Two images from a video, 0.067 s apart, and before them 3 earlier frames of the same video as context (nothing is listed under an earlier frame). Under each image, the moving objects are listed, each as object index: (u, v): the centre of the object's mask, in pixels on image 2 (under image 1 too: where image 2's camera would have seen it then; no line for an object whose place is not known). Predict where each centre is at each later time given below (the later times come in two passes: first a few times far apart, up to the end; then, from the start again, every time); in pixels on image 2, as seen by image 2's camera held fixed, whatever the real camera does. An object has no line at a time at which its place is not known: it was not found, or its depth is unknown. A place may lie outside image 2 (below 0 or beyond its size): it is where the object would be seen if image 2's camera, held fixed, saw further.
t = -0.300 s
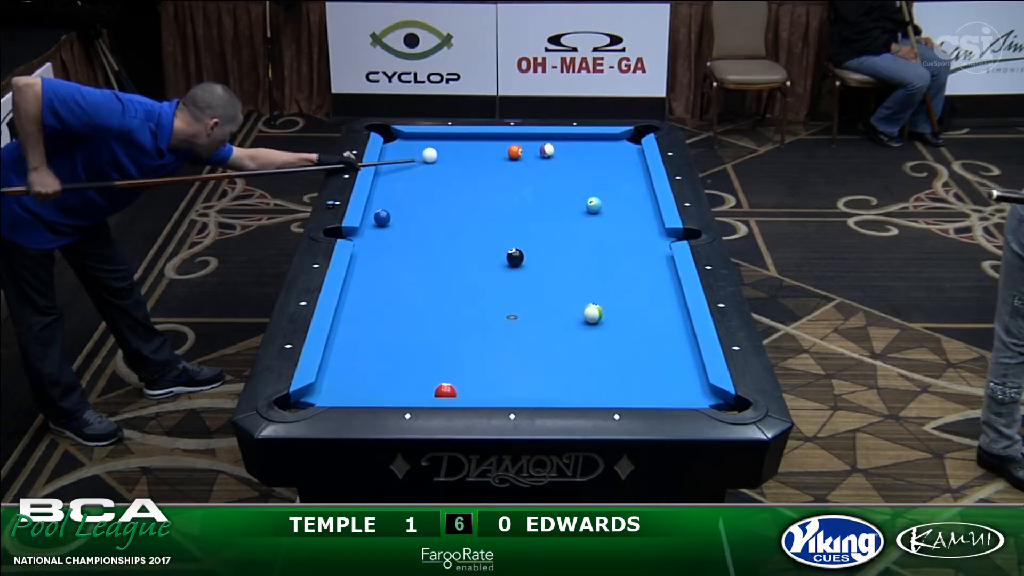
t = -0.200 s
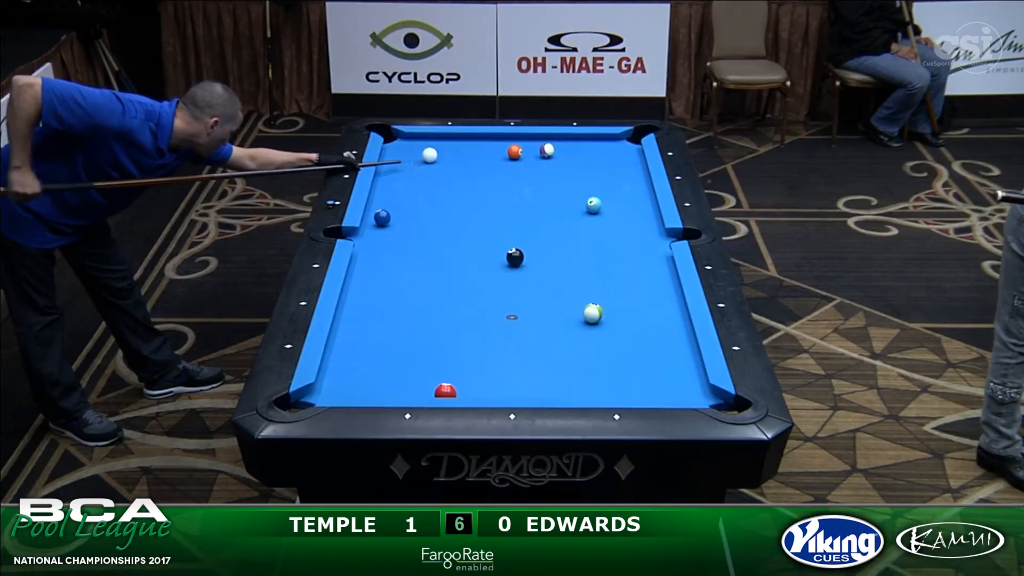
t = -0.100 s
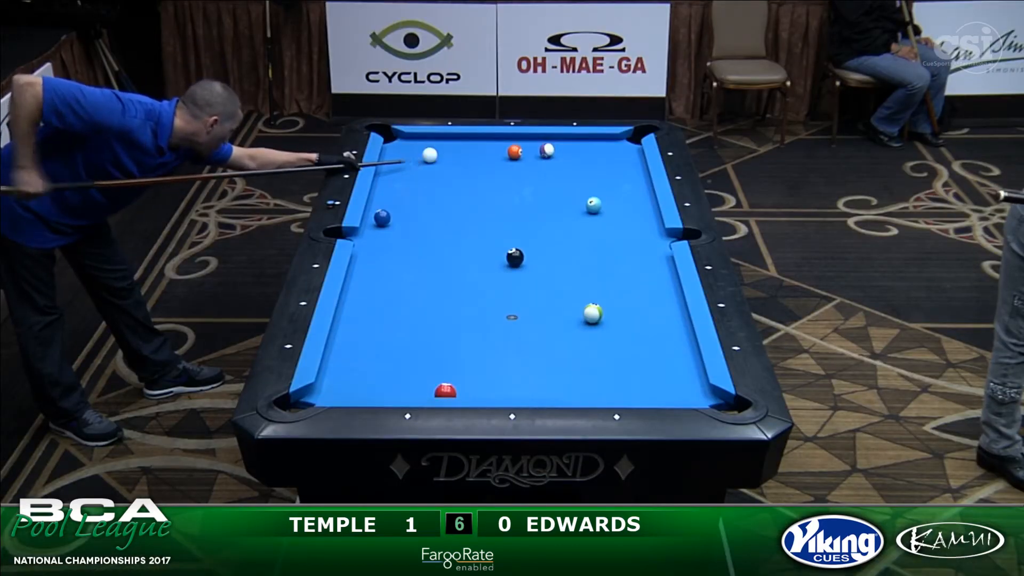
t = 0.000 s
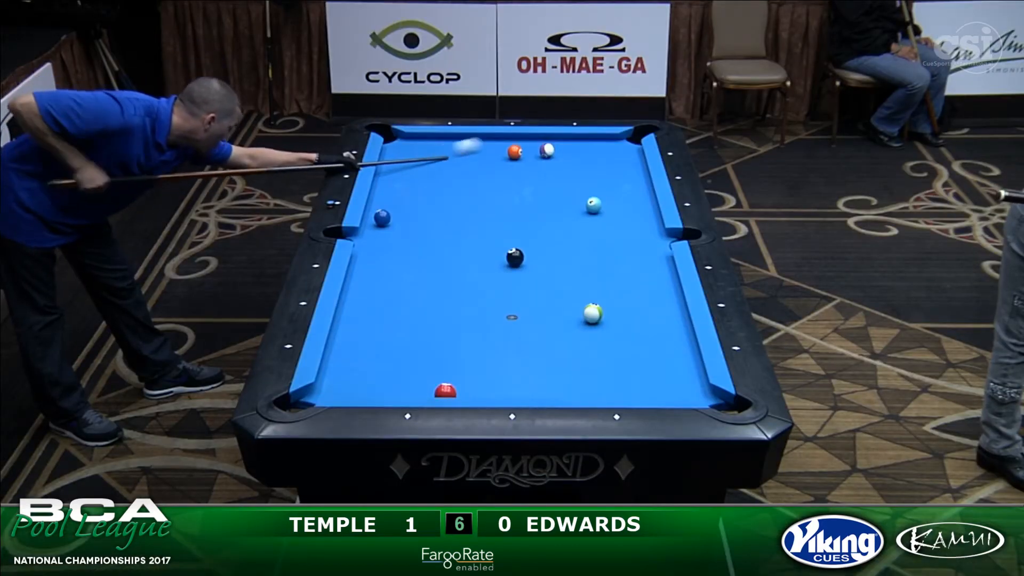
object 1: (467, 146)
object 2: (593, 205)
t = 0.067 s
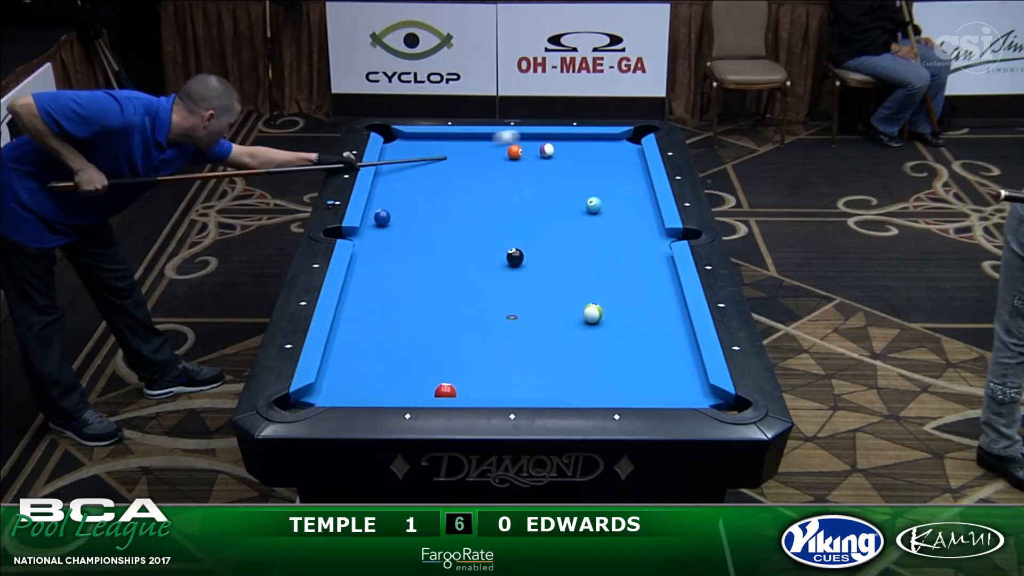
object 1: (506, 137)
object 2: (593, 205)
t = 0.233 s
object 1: (577, 151)
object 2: (593, 205)
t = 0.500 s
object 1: (627, 173)
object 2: (593, 205)
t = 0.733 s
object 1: (590, 194)
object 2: (593, 205)
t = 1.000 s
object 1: (530, 215)
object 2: (606, 213)
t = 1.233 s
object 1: (474, 230)
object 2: (619, 221)
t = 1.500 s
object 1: (407, 248)
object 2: (633, 229)
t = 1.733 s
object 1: (363, 263)
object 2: (644, 236)
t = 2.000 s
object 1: (393, 272)
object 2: (657, 243)
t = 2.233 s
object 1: (417, 279)
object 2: (658, 246)
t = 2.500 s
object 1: (445, 287)
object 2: (652, 248)
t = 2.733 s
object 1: (469, 293)
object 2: (648, 248)
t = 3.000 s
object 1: (494, 300)
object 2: (645, 249)
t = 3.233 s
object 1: (516, 306)
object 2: (644, 250)
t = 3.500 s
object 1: (540, 312)
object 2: (643, 250)
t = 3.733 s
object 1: (561, 318)
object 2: (643, 250)
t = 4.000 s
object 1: (582, 323)
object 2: (643, 250)
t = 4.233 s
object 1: (600, 327)
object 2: (643, 250)
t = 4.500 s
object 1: (619, 332)
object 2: (643, 250)
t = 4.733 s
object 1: (634, 336)
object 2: (643, 250)
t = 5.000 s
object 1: (650, 340)
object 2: (643, 250)
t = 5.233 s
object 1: (663, 342)
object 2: (643, 250)
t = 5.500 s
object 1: (676, 345)
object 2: (643, 250)
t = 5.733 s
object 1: (686, 347)
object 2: (643, 250)
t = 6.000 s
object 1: (685, 349)
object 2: (644, 250)
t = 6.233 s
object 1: (681, 349)
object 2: (644, 250)
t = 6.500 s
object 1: (680, 349)
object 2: (644, 250)
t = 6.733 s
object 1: (679, 349)
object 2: (644, 250)
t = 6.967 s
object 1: (679, 349)
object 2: (644, 250)
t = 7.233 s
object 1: (679, 349)
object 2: (644, 250)
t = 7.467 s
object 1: (679, 349)
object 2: (644, 250)
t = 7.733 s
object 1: (679, 349)
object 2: (644, 250)
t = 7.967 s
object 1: (679, 349)
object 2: (644, 250)
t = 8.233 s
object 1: (679, 349)
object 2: (644, 250)
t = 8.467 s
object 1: (679, 349)
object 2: (644, 250)
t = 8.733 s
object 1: (679, 349)
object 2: (644, 250)
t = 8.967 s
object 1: (679, 349)
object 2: (643, 250)
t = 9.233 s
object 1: (679, 349)
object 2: (644, 250)
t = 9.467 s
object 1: (679, 349)
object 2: (644, 250)
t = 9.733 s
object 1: (679, 349)
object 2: (644, 250)
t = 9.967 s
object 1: (679, 349)
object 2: (644, 250)
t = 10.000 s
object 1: (679, 349)
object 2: (644, 250)
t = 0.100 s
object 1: (522, 138)
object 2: (593, 205)
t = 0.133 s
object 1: (535, 141)
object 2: (593, 205)
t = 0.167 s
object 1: (553, 143)
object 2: (593, 205)
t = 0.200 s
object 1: (564, 148)
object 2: (593, 205)
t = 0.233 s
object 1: (577, 151)
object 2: (593, 205)
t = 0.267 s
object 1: (589, 154)
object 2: (593, 205)
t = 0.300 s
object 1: (601, 157)
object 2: (593, 205)
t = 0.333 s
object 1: (612, 159)
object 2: (593, 205)
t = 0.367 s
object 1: (622, 162)
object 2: (593, 205)
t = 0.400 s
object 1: (633, 164)
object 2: (593, 205)
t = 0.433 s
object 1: (639, 167)
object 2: (593, 205)
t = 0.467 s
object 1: (633, 170)
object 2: (593, 205)
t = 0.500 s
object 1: (627, 173)
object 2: (593, 205)
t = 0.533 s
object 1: (622, 176)
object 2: (593, 205)
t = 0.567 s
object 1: (617, 180)
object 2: (593, 205)
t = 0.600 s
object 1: (612, 183)
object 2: (593, 205)
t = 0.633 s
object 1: (607, 186)
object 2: (593, 205)
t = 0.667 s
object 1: (602, 189)
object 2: (593, 205)
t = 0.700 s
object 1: (596, 191)
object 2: (593, 205)
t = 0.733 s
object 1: (590, 194)
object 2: (593, 205)
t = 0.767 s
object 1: (583, 199)
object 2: (594, 205)
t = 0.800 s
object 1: (577, 201)
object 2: (596, 207)
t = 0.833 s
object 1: (569, 204)
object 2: (597, 208)
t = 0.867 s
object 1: (561, 206)
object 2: (599, 209)
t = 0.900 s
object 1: (554, 208)
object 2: (601, 210)
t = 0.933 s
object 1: (546, 210)
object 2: (603, 211)
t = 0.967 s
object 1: (538, 212)
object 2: (605, 212)
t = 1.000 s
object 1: (530, 215)
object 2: (606, 213)
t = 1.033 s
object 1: (522, 217)
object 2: (608, 214)
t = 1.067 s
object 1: (515, 219)
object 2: (610, 215)
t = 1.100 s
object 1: (507, 221)
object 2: (612, 216)
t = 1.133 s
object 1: (499, 223)
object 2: (614, 218)
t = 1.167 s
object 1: (490, 226)
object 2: (616, 219)
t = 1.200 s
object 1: (482, 228)
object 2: (617, 220)
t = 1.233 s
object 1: (474, 230)
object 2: (619, 221)
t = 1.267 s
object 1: (466, 232)
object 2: (621, 222)
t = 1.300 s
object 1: (457, 234)
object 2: (622, 223)
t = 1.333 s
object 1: (449, 237)
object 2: (624, 224)
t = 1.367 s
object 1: (441, 239)
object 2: (626, 225)
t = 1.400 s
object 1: (433, 241)
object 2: (627, 226)
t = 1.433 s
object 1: (424, 244)
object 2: (629, 227)
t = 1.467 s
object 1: (416, 246)
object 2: (631, 228)
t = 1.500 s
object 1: (407, 248)
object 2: (633, 229)
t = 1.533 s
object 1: (399, 251)
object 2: (634, 230)
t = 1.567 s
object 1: (390, 253)
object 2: (636, 231)
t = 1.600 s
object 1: (381, 256)
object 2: (638, 232)
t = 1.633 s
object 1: (373, 258)
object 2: (639, 233)
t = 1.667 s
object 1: (364, 260)
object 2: (641, 234)
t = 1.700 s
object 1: (359, 262)
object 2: (643, 235)
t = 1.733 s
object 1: (363, 263)
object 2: (644, 236)
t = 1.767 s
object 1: (367, 264)
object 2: (646, 237)
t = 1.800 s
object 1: (371, 266)
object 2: (648, 237)
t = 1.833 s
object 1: (375, 267)
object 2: (649, 239)
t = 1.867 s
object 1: (378, 268)
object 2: (651, 239)
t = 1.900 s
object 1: (382, 269)
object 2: (652, 240)
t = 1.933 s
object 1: (385, 270)
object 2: (654, 241)
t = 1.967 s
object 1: (389, 271)
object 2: (656, 242)
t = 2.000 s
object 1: (393, 272)
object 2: (657, 243)
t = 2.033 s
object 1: (396, 273)
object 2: (659, 244)
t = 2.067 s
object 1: (400, 274)
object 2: (661, 245)
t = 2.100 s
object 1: (403, 275)
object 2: (661, 245)
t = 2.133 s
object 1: (407, 276)
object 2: (661, 245)
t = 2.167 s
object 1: (410, 277)
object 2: (660, 246)
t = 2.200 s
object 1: (414, 278)
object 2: (659, 246)
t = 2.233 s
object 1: (417, 279)
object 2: (658, 246)
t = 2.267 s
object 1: (421, 280)
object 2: (657, 246)
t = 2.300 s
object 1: (425, 281)
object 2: (656, 247)
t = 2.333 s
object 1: (428, 282)
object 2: (655, 247)
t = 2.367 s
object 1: (432, 283)
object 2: (654, 247)
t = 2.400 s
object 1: (435, 284)
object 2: (654, 247)
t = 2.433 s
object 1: (438, 285)
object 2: (653, 247)
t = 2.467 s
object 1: (442, 286)
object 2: (652, 247)
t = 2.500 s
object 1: (445, 287)
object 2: (652, 248)
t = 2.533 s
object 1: (449, 288)
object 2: (651, 248)
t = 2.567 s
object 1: (452, 289)
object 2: (650, 248)
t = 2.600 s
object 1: (455, 290)
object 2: (650, 248)
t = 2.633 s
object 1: (459, 291)
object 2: (649, 248)
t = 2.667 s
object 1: (462, 291)
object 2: (649, 248)
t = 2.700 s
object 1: (466, 292)
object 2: (648, 248)
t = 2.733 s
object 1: (469, 293)
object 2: (648, 248)
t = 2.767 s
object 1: (472, 294)
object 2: (647, 249)
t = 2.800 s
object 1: (475, 295)
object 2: (647, 249)
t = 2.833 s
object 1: (478, 296)
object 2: (646, 249)
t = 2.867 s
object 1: (482, 297)
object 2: (646, 249)
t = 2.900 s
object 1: (485, 298)
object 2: (645, 249)
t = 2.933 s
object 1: (488, 299)
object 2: (645, 249)
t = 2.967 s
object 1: (491, 300)
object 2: (645, 249)
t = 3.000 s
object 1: (494, 300)
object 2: (645, 249)
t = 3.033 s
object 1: (498, 301)
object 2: (645, 249)
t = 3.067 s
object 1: (501, 302)
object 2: (645, 249)
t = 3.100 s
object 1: (504, 303)
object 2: (644, 250)
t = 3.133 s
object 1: (507, 304)
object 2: (644, 250)
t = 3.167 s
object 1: (510, 305)
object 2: (644, 250)
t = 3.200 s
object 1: (513, 306)
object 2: (644, 250)
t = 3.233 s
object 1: (516, 306)
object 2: (644, 250)
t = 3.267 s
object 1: (519, 307)
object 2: (644, 250)
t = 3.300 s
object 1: (522, 308)
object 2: (643, 250)
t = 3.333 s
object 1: (525, 309)
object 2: (643, 250)
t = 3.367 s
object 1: (529, 309)
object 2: (643, 250)
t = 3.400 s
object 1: (532, 310)
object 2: (643, 250)
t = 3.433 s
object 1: (535, 311)
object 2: (643, 250)
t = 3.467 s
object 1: (538, 312)
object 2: (643, 250)
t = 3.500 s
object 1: (540, 312)
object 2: (643, 250)
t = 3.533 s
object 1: (544, 313)
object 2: (643, 250)
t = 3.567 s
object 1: (546, 314)
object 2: (643, 250)
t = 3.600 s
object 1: (549, 315)
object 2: (643, 250)
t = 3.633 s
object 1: (552, 316)
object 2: (643, 250)
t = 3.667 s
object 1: (555, 316)
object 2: (643, 250)
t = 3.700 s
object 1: (558, 317)
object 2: (643, 250)
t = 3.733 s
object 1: (561, 318)
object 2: (643, 250)
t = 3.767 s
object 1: (564, 318)
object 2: (643, 250)
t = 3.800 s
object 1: (566, 319)
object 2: (643, 250)
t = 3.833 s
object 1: (569, 320)
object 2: (643, 250)
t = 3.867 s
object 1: (572, 320)
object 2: (643, 250)
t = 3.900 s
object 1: (574, 321)
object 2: (643, 250)
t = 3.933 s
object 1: (577, 322)
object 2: (643, 250)
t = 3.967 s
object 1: (580, 322)
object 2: (643, 250)
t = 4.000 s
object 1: (582, 323)
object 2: (643, 250)
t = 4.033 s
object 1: (585, 324)
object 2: (643, 250)
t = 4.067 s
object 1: (588, 324)
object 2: (643, 250)
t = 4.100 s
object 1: (590, 325)
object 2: (643, 250)
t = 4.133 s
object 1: (593, 325)
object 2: (643, 250)
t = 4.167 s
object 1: (595, 326)
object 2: (643, 250)
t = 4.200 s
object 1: (598, 327)
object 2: (643, 250)
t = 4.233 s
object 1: (600, 327)
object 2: (643, 250)
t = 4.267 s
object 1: (603, 328)
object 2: (643, 250)
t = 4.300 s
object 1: (605, 329)
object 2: (643, 250)
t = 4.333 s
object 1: (607, 329)
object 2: (643, 250)
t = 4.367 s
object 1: (610, 330)
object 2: (643, 250)
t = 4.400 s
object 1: (612, 330)
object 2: (643, 250)
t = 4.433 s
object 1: (614, 331)
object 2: (643, 250)
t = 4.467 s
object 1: (617, 331)
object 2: (643, 250)
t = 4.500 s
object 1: (619, 332)
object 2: (643, 250)
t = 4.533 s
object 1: (621, 332)
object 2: (643, 250)
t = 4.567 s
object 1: (623, 333)
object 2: (643, 250)
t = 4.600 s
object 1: (626, 334)
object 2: (643, 250)
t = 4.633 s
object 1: (628, 334)
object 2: (643, 250)
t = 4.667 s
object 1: (630, 335)
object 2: (643, 250)
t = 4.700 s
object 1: (632, 335)
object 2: (643, 250)
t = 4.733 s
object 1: (634, 336)
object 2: (643, 250)
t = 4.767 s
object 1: (636, 336)
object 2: (643, 250)
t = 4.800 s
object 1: (638, 337)
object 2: (643, 250)
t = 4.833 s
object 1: (640, 337)
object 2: (643, 250)
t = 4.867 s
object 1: (642, 338)
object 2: (643, 250)
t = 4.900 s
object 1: (644, 338)
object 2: (643, 250)
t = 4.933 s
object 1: (646, 339)
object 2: (643, 250)
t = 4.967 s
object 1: (648, 339)
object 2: (643, 250)
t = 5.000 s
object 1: (650, 340)
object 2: (643, 250)
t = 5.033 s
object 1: (652, 340)
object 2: (643, 250)
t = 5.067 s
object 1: (654, 340)
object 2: (643, 250)
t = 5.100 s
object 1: (656, 341)
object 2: (643, 250)
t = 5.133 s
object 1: (658, 341)
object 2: (643, 250)
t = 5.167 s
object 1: (660, 342)
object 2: (643, 250)
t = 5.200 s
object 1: (661, 342)
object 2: (643, 250)
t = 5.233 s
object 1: (663, 342)
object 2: (643, 250)
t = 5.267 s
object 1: (665, 343)
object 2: (643, 250)
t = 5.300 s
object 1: (667, 343)
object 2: (643, 250)
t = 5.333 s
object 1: (668, 344)
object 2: (643, 250)
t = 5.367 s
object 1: (670, 344)
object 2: (643, 250)
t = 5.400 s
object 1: (671, 344)
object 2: (643, 250)
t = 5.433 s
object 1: (673, 344)
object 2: (643, 250)
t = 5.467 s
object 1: (674, 345)
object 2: (643, 250)
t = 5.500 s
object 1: (676, 345)
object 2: (643, 250)
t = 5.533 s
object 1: (678, 345)
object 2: (643, 250)
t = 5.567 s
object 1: (679, 346)
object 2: (643, 250)
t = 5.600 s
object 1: (681, 346)
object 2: (643, 250)
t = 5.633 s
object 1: (682, 347)
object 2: (643, 250)
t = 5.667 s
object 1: (684, 347)
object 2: (643, 250)
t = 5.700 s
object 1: (685, 347)
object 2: (643, 250)
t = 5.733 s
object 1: (686, 347)
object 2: (643, 250)
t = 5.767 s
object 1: (688, 348)
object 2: (643, 250)
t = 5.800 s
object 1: (689, 348)
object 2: (643, 250)
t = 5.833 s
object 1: (688, 348)
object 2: (643, 250)
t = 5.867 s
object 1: (687, 348)
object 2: (643, 250)
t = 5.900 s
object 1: (687, 348)
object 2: (643, 250)
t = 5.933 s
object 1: (686, 348)
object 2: (643, 250)
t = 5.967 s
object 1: (686, 348)
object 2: (643, 250)
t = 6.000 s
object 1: (685, 349)
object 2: (644, 250)
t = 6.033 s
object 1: (684, 349)
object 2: (644, 250)
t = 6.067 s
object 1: (684, 349)
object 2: (644, 250)
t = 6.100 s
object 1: (683, 349)
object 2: (644, 250)
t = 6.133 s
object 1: (683, 349)
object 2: (644, 250)
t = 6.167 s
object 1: (682, 349)
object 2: (644, 250)
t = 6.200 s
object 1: (682, 349)
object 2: (644, 250)
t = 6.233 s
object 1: (681, 349)
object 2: (644, 250)
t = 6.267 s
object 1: (681, 349)
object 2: (644, 250)
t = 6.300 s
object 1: (681, 349)
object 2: (644, 250)
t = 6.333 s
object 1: (681, 349)
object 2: (644, 250)
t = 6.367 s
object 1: (680, 349)
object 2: (644, 250)
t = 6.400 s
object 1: (680, 349)
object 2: (644, 250)
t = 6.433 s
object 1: (680, 349)
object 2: (644, 250)
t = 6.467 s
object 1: (680, 349)
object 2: (644, 250)
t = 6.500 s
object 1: (680, 349)
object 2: (644, 250)
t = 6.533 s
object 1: (679, 349)
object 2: (644, 250)
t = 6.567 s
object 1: (679, 349)
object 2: (644, 250)
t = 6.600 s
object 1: (679, 349)
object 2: (644, 250)
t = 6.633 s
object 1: (679, 349)
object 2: (644, 250)
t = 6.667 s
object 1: (679, 349)
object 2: (644, 250)
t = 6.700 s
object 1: (679, 349)
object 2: (644, 250)
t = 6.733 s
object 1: (679, 349)
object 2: (644, 250)
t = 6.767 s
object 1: (679, 349)
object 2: (644, 250)
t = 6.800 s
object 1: (679, 349)
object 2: (644, 250)
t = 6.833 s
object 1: (679, 349)
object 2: (643, 250)
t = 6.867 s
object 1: (679, 349)
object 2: (644, 250)
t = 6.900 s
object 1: (679, 349)
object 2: (644, 250)
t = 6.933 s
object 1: (679, 349)
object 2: (644, 250)
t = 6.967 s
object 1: (679, 349)
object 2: (644, 250)
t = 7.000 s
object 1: (679, 349)
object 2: (644, 250)
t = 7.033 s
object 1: (679, 349)
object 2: (644, 250)
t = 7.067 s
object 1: (679, 349)
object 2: (644, 250)
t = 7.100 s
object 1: (679, 349)
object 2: (644, 250)
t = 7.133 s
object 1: (679, 349)
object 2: (644, 250)
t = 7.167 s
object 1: (679, 349)
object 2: (644, 250)
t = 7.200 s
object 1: (679, 349)
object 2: (644, 250)
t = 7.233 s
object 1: (679, 349)
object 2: (644, 250)
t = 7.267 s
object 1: (679, 349)
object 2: (644, 250)
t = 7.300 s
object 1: (679, 349)
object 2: (644, 250)
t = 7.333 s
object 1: (679, 349)
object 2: (643, 250)
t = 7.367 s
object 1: (679, 349)
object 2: (644, 250)
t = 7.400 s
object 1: (679, 349)
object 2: (644, 250)
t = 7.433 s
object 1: (679, 349)
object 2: (644, 250)
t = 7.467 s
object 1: (679, 349)
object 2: (644, 250)
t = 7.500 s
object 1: (679, 349)
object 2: (644, 250)
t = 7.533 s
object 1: (679, 349)
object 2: (644, 250)
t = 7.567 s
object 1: (679, 349)
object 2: (644, 250)
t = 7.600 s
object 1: (679, 349)
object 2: (644, 250)
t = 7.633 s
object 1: (679, 349)
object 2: (644, 250)
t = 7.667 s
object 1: (679, 349)
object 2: (644, 250)
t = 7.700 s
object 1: (679, 349)
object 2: (644, 250)
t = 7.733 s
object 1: (679, 349)
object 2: (644, 250)
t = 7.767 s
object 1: (679, 349)
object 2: (644, 250)
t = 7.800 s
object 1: (679, 349)
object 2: (644, 250)
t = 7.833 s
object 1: (679, 349)
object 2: (644, 250)
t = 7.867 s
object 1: (679, 349)
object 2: (644, 250)
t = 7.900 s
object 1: (679, 349)
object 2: (644, 250)
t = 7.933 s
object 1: (679, 349)
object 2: (643, 250)
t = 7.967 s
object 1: (679, 349)
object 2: (644, 250)
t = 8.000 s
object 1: (679, 349)
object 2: (644, 250)
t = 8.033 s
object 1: (679, 349)
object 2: (644, 250)
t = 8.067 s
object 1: (679, 349)
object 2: (644, 250)
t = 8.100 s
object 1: (679, 349)
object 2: (644, 250)
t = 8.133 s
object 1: (679, 349)
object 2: (644, 250)
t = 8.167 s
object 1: (679, 349)
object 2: (644, 250)
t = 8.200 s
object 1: (679, 349)
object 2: (644, 250)
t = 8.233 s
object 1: (679, 349)
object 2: (644, 250)
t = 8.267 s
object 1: (679, 349)
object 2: (644, 250)
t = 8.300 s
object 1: (679, 349)
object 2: (644, 250)
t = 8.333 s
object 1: (679, 349)
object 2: (644, 250)
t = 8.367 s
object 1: (679, 349)
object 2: (644, 250)
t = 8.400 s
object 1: (679, 349)
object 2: (644, 250)
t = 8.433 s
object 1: (679, 349)
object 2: (644, 250)
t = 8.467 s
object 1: (679, 349)
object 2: (644, 250)
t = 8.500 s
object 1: (679, 349)
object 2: (644, 250)
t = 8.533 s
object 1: (679, 349)
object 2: (644, 250)
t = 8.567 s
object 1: (679, 349)
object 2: (644, 250)
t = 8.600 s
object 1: (679, 349)
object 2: (644, 250)
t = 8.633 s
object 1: (679, 349)
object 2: (644, 250)
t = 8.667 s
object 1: (679, 349)
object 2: (644, 250)
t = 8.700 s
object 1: (679, 349)
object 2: (644, 250)
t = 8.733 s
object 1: (679, 349)
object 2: (644, 250)
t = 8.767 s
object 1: (679, 349)
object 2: (644, 250)
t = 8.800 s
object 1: (679, 349)
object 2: (644, 250)
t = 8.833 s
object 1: (679, 349)
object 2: (644, 250)
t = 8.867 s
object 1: (679, 349)
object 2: (644, 250)
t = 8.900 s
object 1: (679, 349)
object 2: (644, 250)
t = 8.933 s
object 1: (679, 349)
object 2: (644, 250)
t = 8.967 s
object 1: (679, 349)
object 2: (643, 250)
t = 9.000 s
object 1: (679, 349)
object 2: (644, 250)
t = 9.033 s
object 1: (679, 349)
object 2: (644, 250)
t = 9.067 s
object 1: (679, 349)
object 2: (644, 250)
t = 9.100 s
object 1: (679, 349)
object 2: (644, 250)
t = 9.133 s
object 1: (679, 349)
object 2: (644, 250)
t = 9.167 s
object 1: (679, 349)
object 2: (644, 250)
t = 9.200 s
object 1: (679, 349)
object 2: (644, 250)
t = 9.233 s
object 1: (679, 349)
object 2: (644, 250)
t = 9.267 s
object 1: (679, 350)
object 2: (644, 250)
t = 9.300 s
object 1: (679, 349)
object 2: (644, 250)
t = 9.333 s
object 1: (679, 349)
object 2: (644, 250)
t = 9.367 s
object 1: (679, 349)
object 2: (644, 250)
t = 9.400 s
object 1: (679, 349)
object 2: (644, 250)
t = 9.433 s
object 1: (679, 349)
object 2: (644, 250)
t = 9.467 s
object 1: (679, 349)
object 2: (644, 250)
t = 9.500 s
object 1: (679, 349)
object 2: (644, 250)
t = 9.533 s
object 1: (679, 349)
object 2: (644, 250)
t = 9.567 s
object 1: (679, 349)
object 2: (644, 250)
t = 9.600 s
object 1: (679, 349)
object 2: (644, 250)
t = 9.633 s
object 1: (679, 349)
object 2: (644, 250)
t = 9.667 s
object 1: (679, 349)
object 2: (644, 250)
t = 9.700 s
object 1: (679, 349)
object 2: (644, 250)
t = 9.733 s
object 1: (679, 349)
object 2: (644, 250)
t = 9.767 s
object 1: (679, 349)
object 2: (644, 250)
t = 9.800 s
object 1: (679, 349)
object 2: (644, 250)
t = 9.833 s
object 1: (679, 349)
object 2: (644, 250)
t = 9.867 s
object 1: (679, 349)
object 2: (644, 250)
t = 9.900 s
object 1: (679, 350)
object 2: (644, 250)
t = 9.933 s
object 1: (679, 349)
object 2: (643, 250)
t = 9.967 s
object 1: (679, 349)
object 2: (644, 250)
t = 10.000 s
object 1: (679, 349)
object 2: (644, 250)
